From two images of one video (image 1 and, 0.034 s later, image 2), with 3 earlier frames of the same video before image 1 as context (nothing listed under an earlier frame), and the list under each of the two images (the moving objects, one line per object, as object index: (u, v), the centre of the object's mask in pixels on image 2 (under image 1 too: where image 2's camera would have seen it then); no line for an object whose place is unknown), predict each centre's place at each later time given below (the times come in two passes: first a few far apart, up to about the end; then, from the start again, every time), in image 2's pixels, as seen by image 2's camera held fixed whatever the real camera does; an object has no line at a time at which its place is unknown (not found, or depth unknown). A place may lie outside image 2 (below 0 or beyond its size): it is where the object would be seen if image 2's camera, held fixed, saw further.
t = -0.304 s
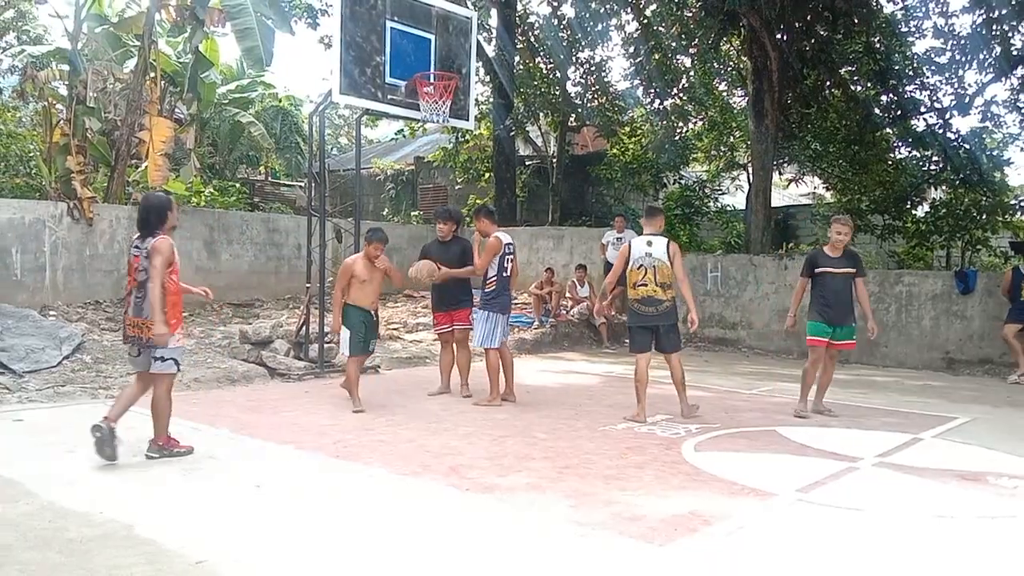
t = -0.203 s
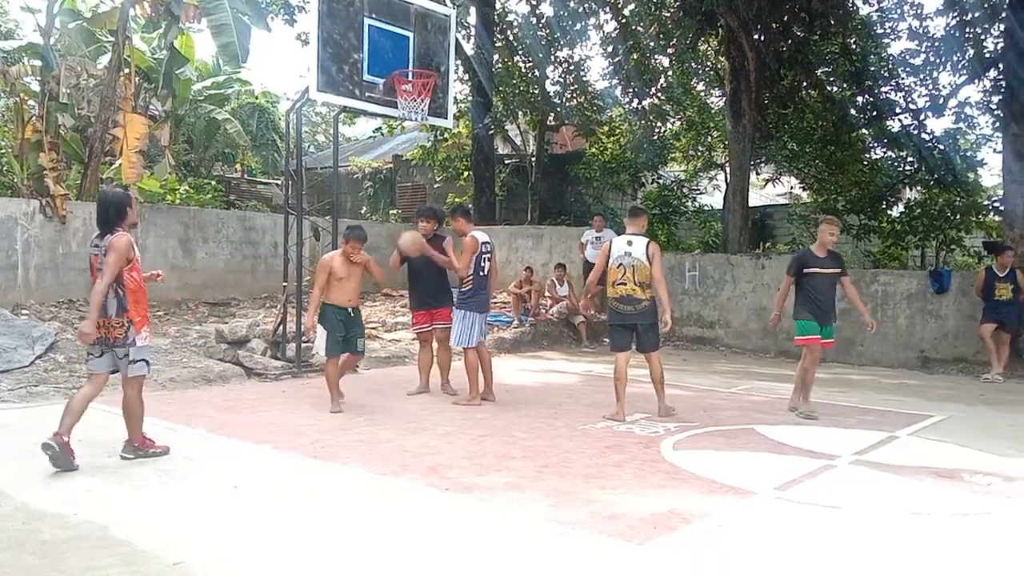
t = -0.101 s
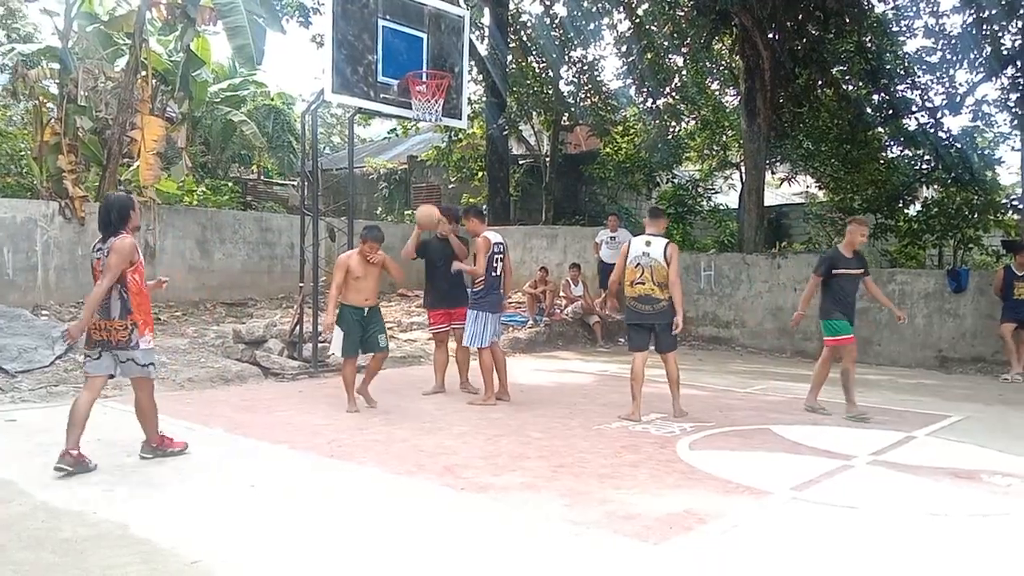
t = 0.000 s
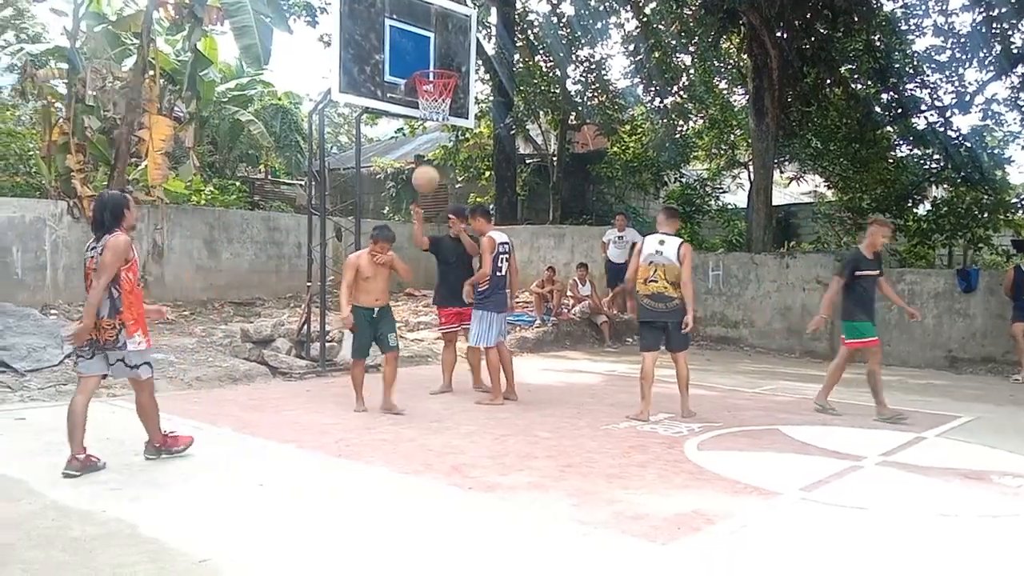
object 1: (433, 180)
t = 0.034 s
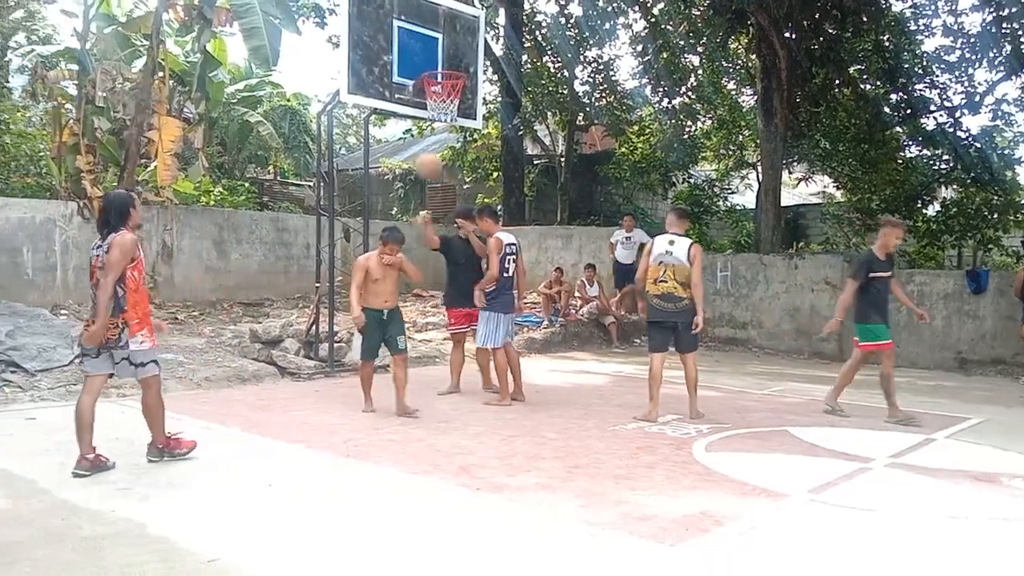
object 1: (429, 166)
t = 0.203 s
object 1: (403, 105)
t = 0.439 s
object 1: (362, 69)
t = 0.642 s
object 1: (318, 97)
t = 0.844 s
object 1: (262, 192)
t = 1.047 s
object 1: (194, 390)
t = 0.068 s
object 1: (424, 152)
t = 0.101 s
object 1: (419, 139)
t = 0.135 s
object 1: (413, 127)
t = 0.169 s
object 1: (409, 115)
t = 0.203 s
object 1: (403, 105)
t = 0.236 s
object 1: (398, 96)
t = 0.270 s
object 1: (392, 88)
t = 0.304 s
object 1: (386, 82)
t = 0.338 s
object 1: (379, 77)
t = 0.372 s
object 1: (373, 73)
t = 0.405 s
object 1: (367, 70)
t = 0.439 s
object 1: (362, 69)
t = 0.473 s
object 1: (356, 69)
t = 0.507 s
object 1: (348, 71)
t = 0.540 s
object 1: (341, 75)
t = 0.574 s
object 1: (335, 81)
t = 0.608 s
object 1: (326, 88)
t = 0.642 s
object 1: (318, 97)
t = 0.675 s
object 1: (308, 108)
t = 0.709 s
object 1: (299, 119)
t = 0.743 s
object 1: (291, 133)
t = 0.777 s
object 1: (282, 151)
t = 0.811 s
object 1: (272, 171)
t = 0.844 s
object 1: (262, 192)
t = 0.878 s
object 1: (252, 216)
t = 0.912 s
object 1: (241, 245)
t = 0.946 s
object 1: (230, 276)
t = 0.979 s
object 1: (218, 309)
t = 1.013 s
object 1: (207, 348)
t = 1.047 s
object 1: (194, 390)
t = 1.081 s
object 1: (181, 437)
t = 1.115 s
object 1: (169, 481)
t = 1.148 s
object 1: (169, 445)
